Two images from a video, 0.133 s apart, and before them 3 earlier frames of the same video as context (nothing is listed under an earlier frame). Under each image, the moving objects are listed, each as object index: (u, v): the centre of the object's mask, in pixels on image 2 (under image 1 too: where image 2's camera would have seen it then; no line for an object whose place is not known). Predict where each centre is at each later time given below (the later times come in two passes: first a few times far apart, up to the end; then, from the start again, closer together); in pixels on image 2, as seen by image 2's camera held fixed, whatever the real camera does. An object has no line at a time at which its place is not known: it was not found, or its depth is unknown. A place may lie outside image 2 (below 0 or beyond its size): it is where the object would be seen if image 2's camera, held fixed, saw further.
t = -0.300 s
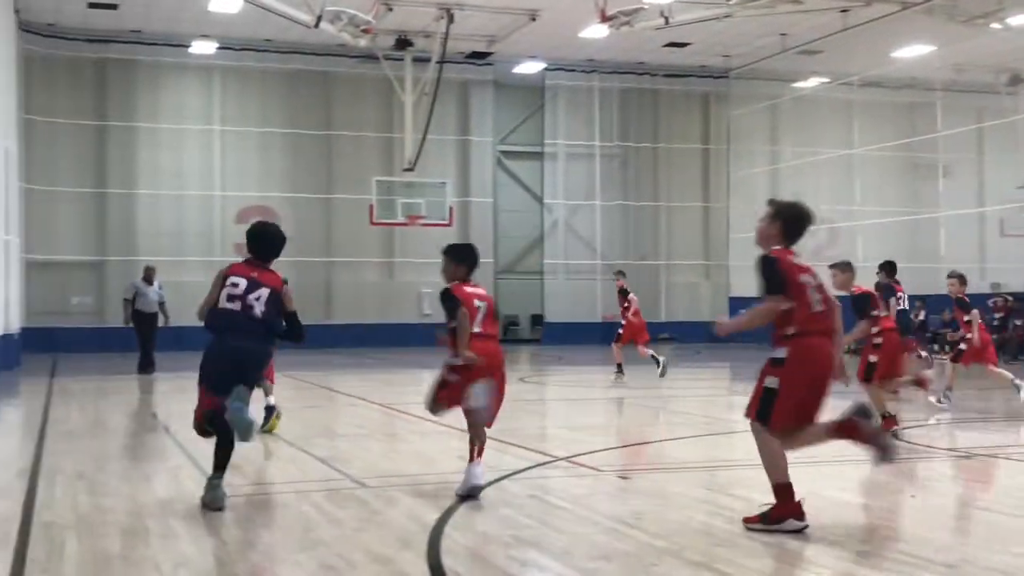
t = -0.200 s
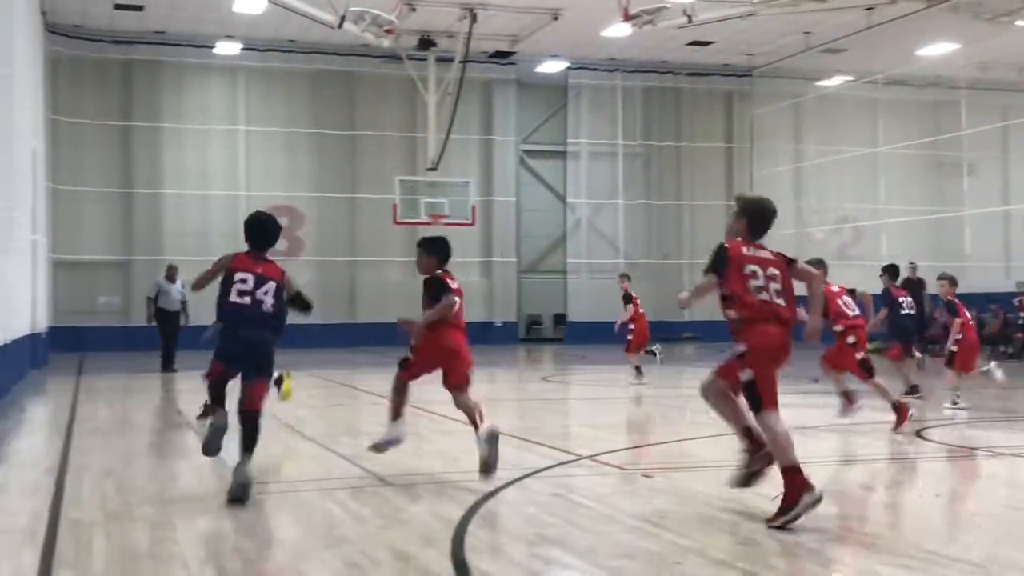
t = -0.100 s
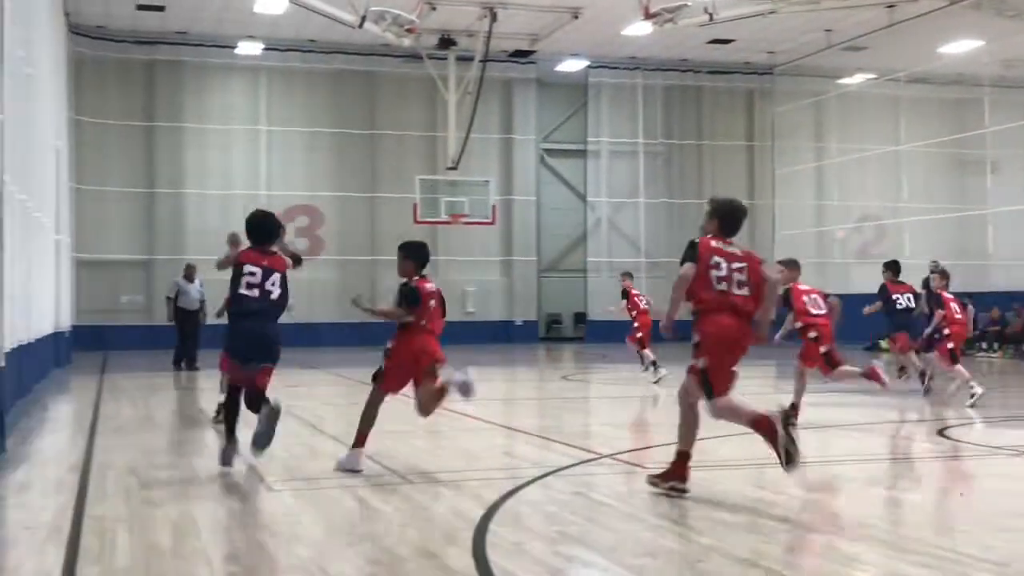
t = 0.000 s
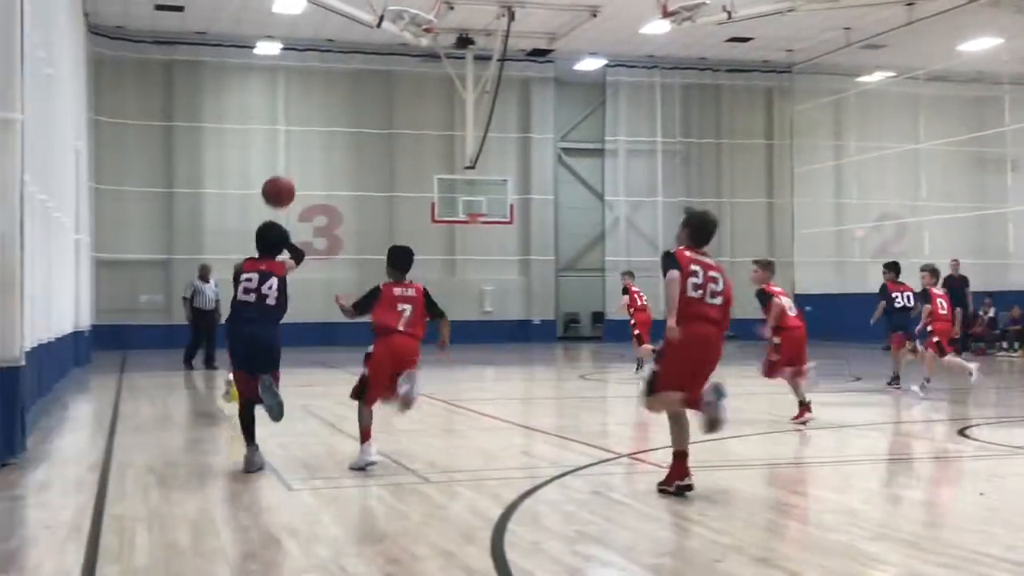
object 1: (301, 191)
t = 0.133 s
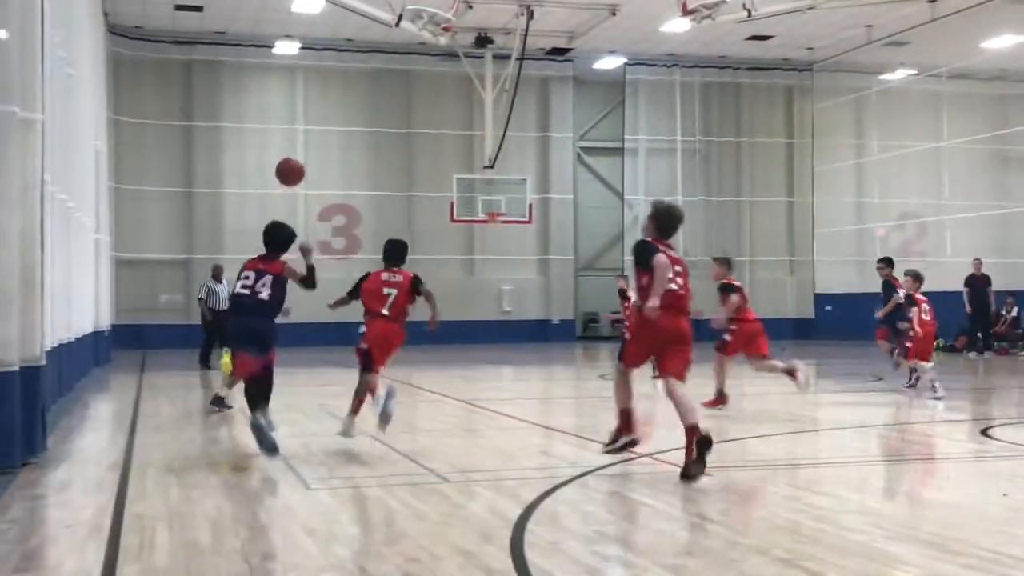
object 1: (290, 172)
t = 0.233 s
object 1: (282, 173)
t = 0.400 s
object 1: (274, 195)
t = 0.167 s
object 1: (287, 172)
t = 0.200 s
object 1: (285, 171)
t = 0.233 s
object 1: (282, 173)
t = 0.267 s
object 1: (280, 175)
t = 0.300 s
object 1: (279, 179)
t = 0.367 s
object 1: (276, 189)
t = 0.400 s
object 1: (274, 195)
